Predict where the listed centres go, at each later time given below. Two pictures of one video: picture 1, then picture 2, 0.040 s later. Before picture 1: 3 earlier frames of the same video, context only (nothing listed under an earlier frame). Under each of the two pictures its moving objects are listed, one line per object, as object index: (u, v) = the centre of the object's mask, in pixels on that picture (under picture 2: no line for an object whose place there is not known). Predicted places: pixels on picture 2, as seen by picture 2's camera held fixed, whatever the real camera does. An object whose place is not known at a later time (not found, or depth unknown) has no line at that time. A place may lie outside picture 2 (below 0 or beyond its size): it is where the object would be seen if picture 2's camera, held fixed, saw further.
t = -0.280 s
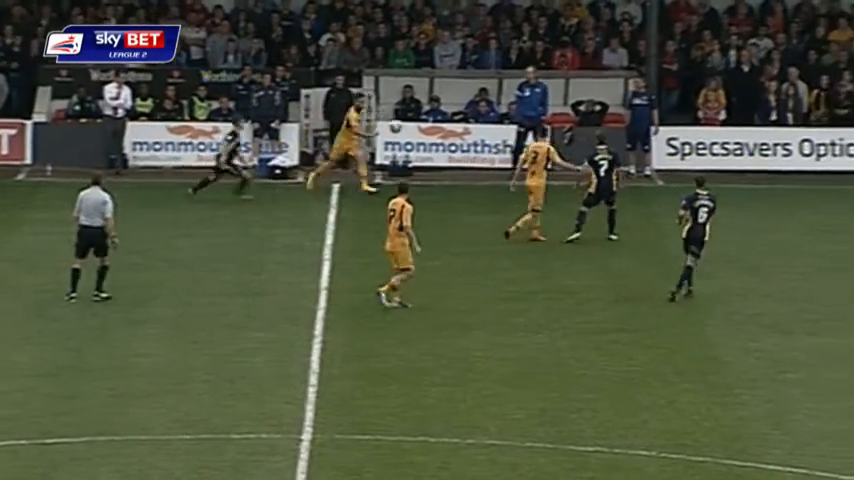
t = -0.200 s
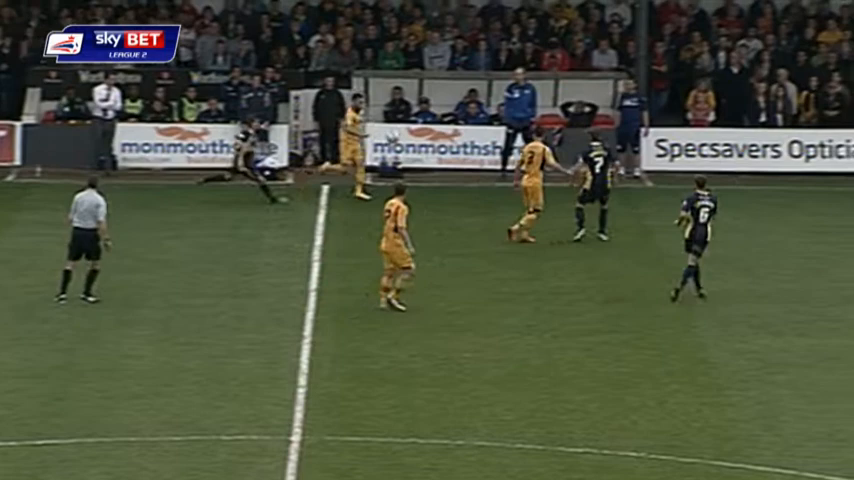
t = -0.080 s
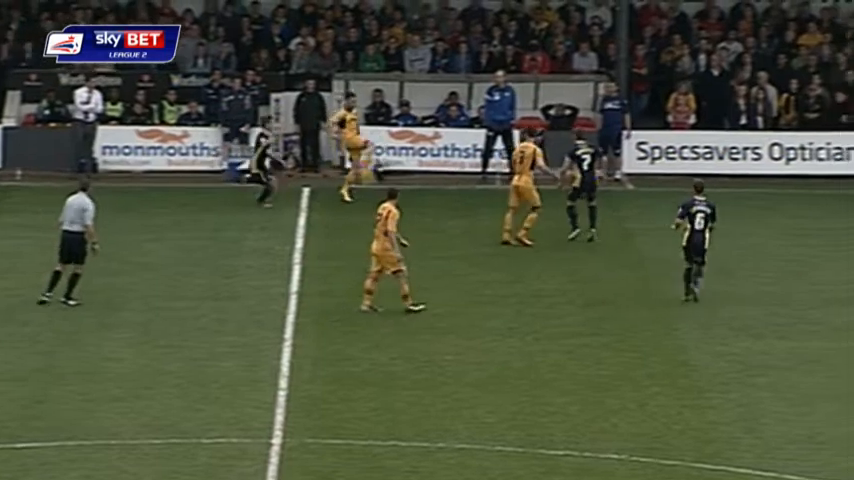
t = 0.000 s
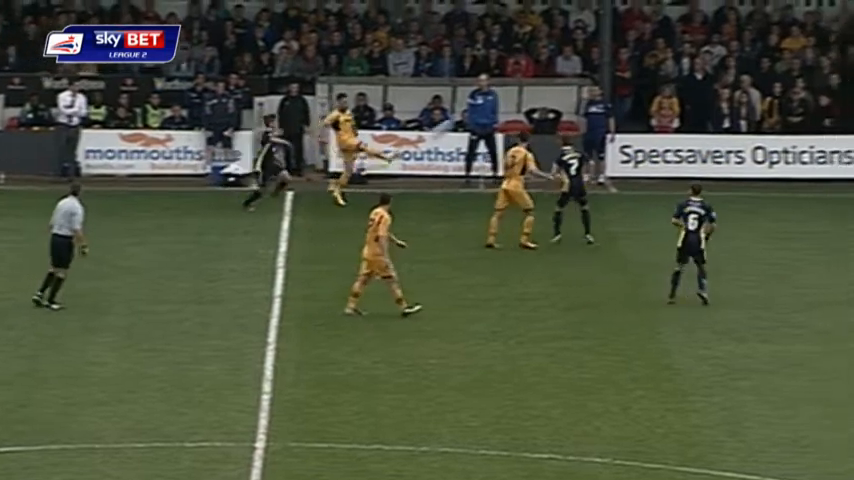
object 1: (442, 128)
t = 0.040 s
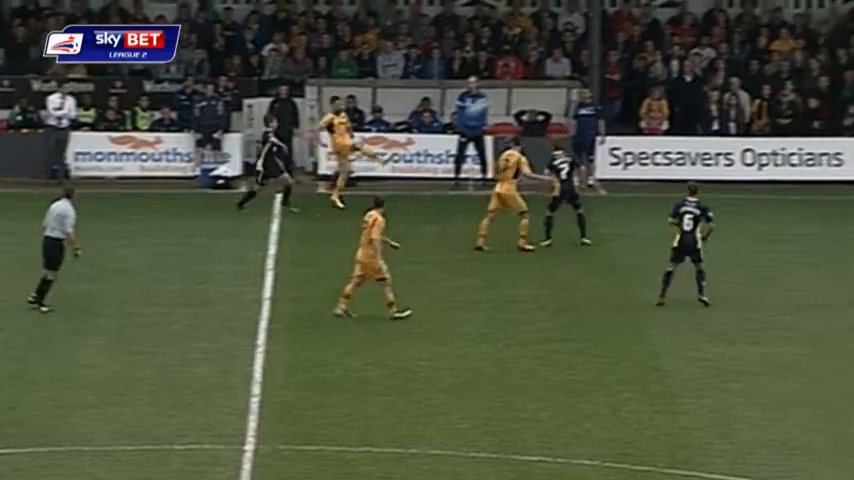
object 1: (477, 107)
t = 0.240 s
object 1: (708, 14)
